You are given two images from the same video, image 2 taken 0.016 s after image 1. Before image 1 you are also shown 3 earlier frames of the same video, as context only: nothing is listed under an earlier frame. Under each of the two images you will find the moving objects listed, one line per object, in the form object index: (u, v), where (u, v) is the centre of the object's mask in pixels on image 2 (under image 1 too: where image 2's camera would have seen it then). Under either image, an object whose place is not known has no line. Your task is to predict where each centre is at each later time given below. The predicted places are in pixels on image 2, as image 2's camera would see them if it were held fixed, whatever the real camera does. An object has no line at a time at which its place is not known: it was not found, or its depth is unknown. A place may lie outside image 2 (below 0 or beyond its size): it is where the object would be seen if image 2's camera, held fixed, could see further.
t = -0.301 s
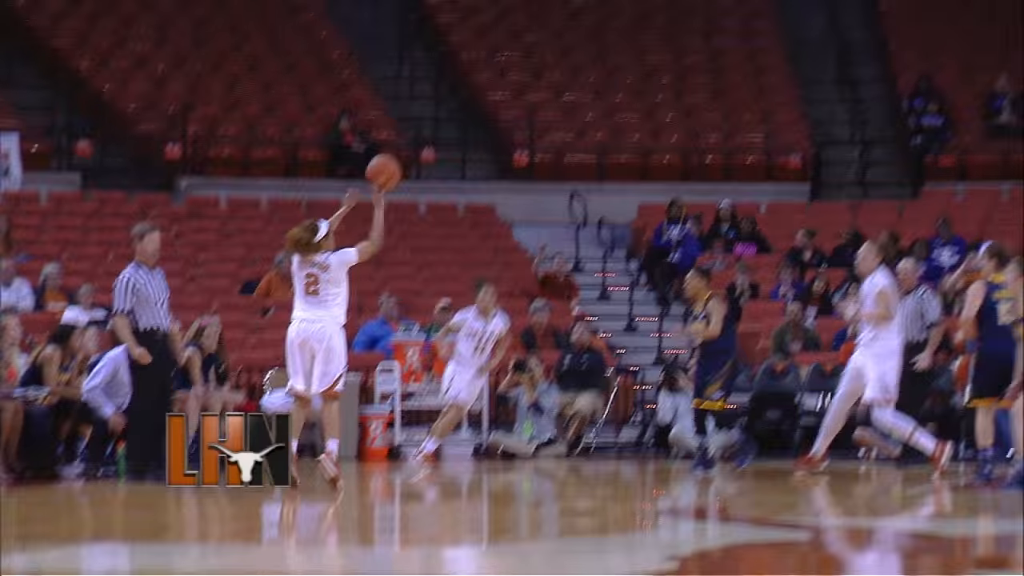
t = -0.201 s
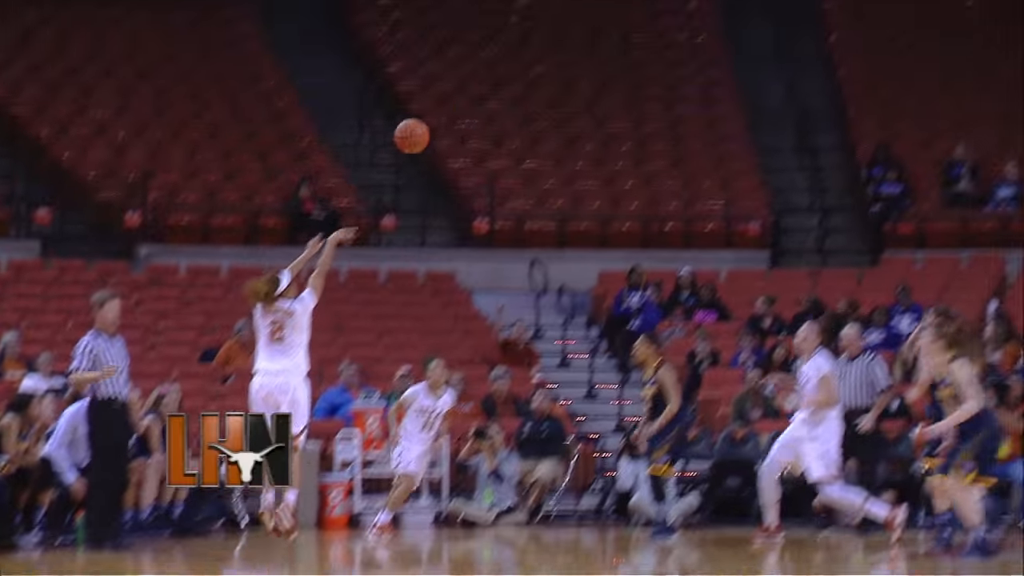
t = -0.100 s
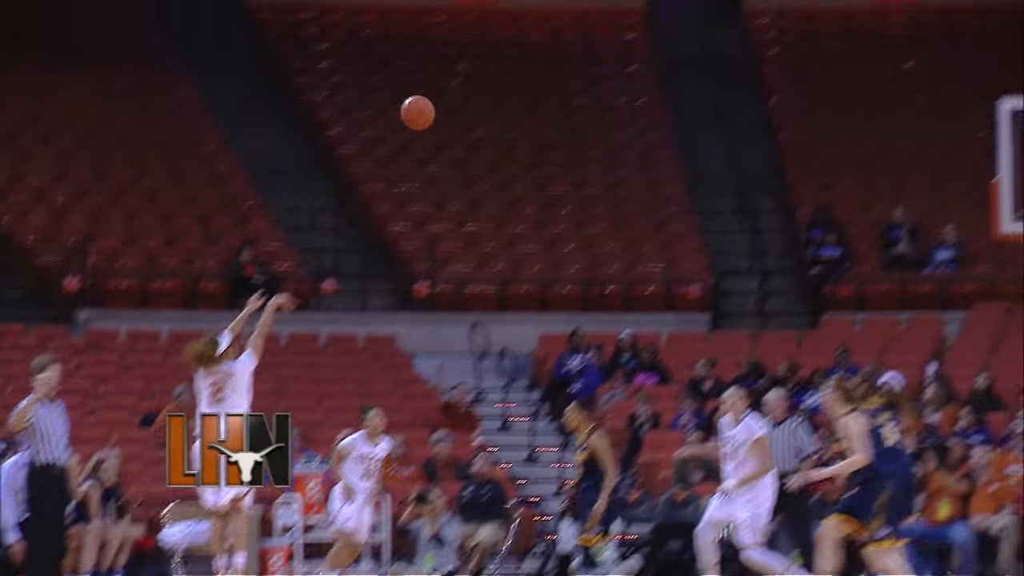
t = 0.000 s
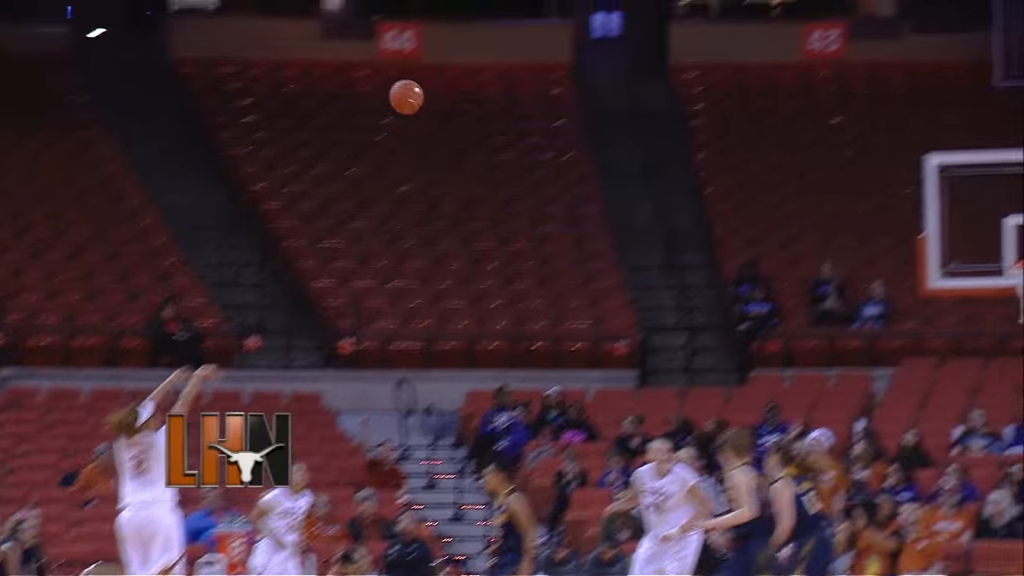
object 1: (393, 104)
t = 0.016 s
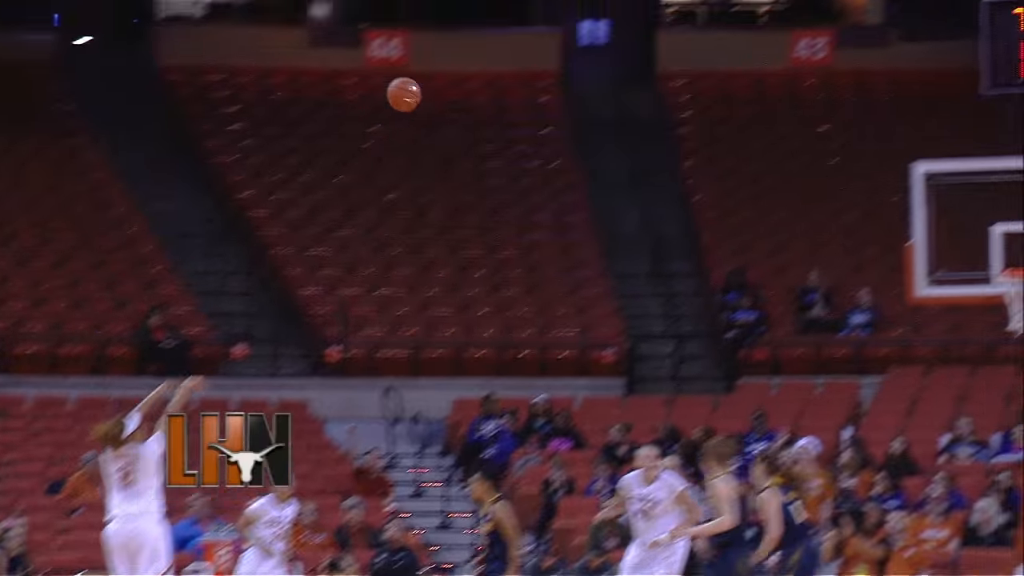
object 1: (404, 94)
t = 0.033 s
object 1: (414, 84)
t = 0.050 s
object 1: (424, 75)
